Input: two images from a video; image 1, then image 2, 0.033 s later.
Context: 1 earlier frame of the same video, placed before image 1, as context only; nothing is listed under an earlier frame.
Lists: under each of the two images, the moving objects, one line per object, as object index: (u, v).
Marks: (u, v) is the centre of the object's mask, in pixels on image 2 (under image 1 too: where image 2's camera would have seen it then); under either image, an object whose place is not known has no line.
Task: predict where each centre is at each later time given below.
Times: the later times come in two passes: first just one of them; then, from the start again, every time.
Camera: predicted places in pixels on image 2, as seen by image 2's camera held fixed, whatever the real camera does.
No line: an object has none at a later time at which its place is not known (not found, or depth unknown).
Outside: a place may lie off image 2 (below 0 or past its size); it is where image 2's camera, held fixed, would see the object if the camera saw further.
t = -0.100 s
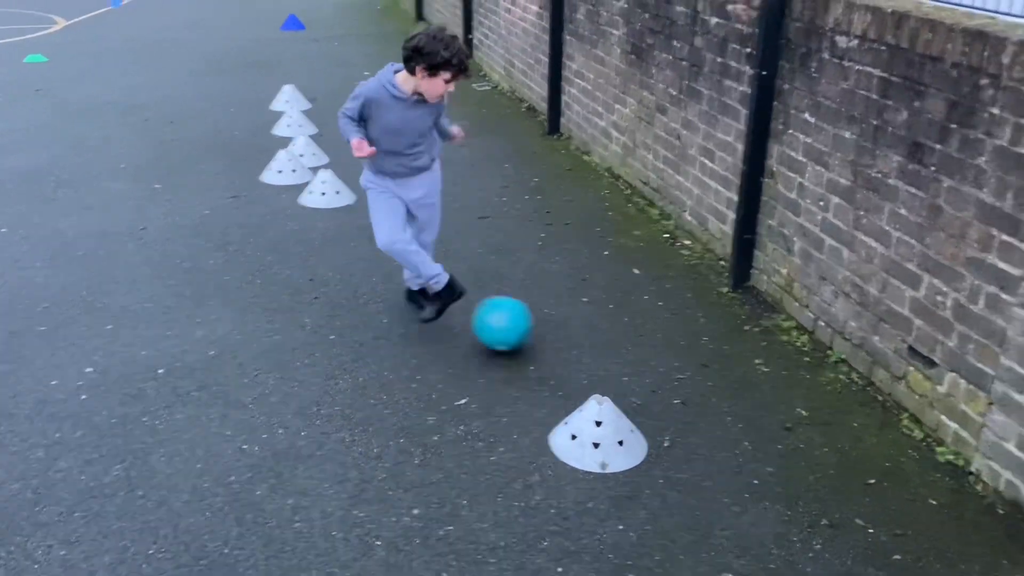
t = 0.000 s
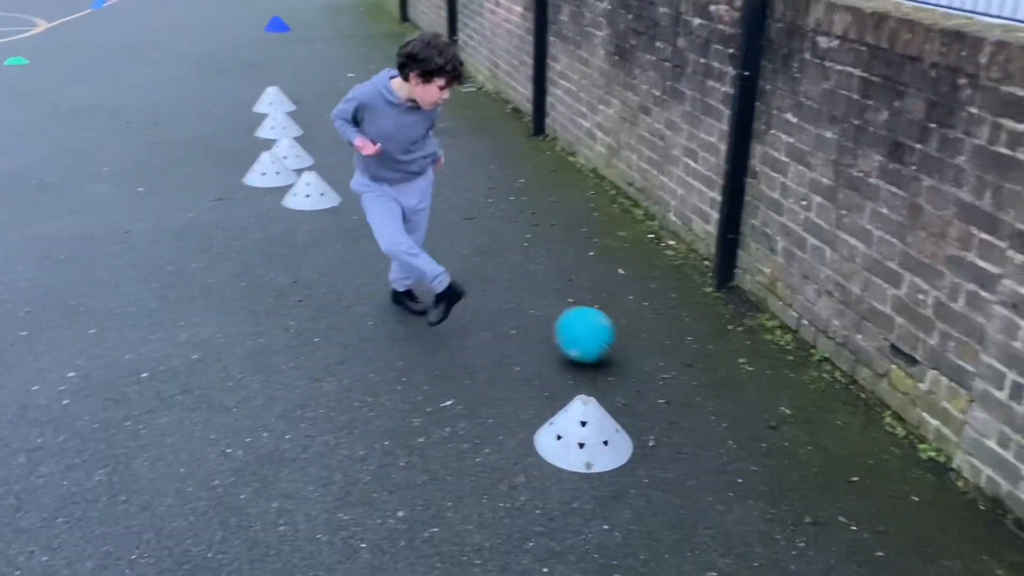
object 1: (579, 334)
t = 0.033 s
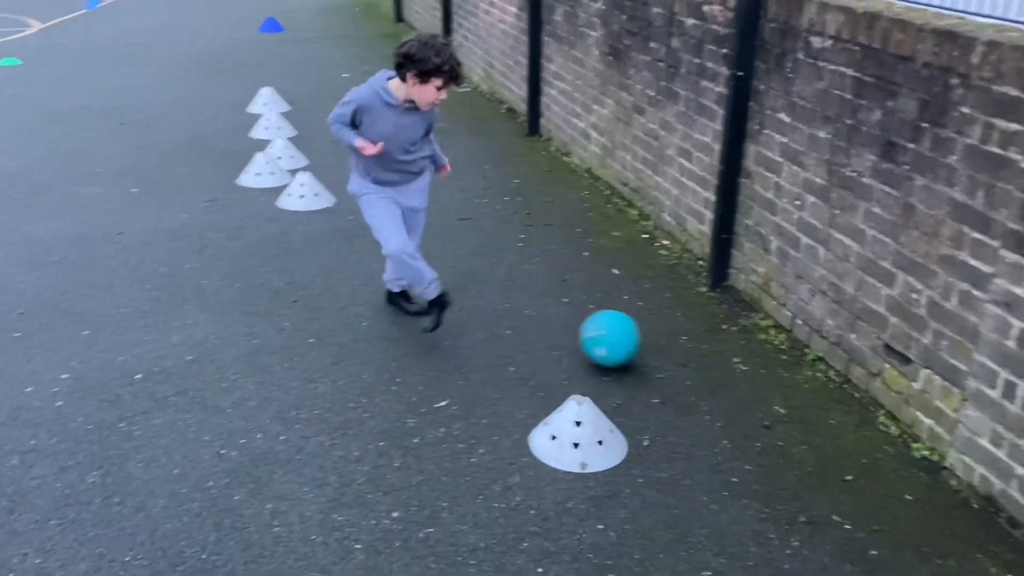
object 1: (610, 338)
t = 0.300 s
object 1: (821, 359)
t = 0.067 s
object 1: (640, 342)
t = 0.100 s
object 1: (670, 345)
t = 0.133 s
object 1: (698, 348)
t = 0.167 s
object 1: (727, 352)
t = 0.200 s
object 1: (755, 354)
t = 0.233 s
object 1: (784, 357)
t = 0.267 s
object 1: (813, 359)
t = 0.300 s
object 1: (821, 359)
